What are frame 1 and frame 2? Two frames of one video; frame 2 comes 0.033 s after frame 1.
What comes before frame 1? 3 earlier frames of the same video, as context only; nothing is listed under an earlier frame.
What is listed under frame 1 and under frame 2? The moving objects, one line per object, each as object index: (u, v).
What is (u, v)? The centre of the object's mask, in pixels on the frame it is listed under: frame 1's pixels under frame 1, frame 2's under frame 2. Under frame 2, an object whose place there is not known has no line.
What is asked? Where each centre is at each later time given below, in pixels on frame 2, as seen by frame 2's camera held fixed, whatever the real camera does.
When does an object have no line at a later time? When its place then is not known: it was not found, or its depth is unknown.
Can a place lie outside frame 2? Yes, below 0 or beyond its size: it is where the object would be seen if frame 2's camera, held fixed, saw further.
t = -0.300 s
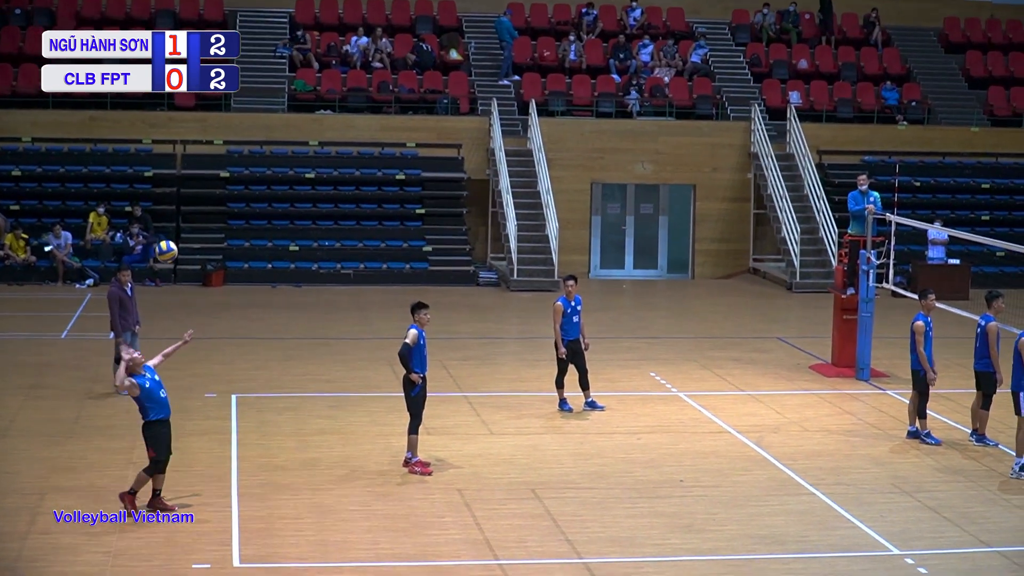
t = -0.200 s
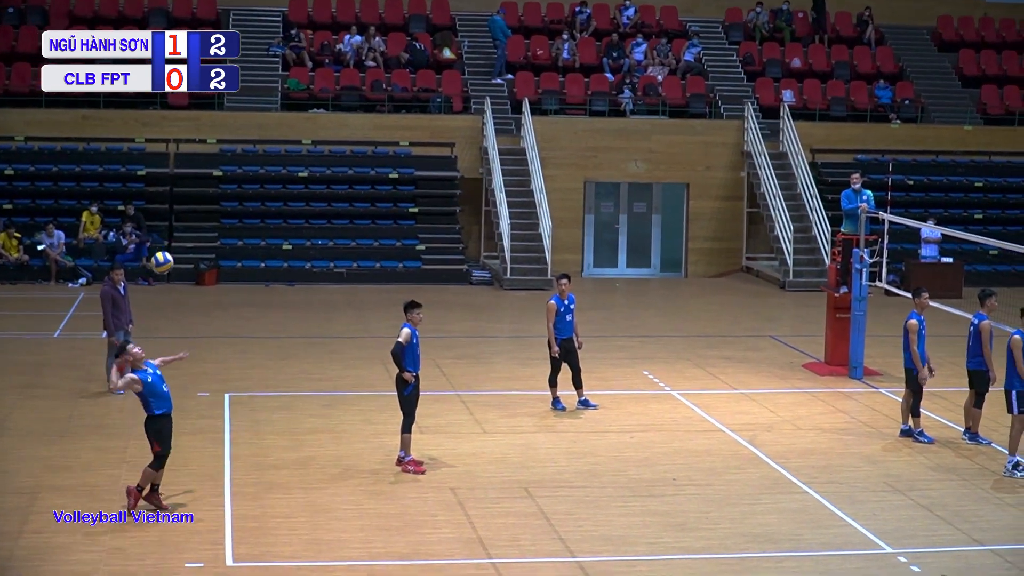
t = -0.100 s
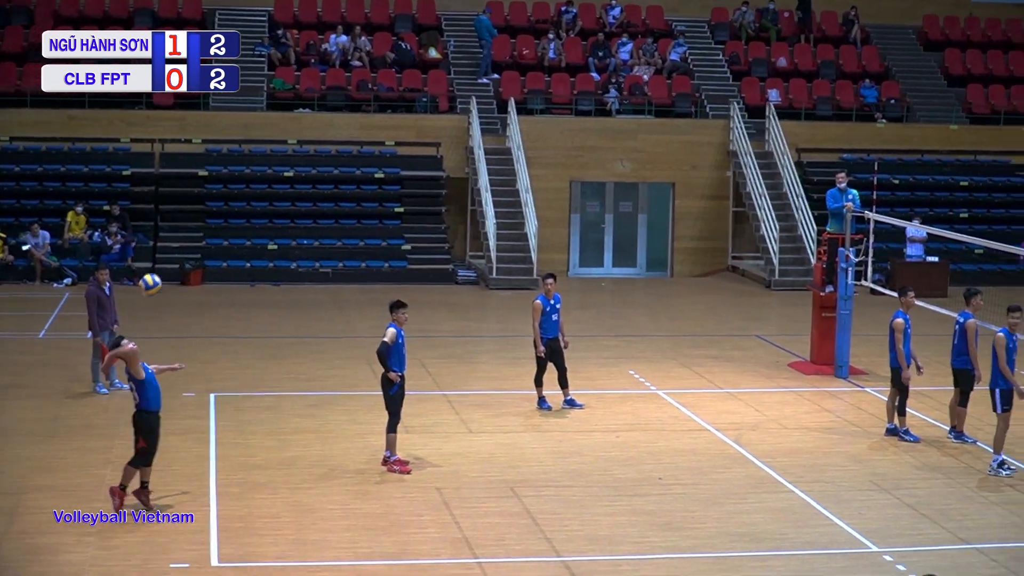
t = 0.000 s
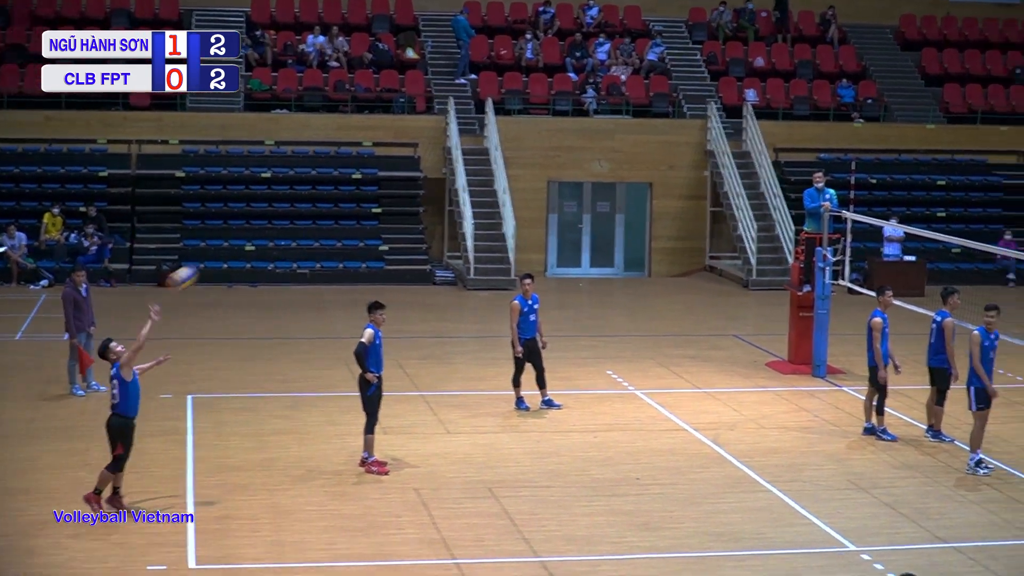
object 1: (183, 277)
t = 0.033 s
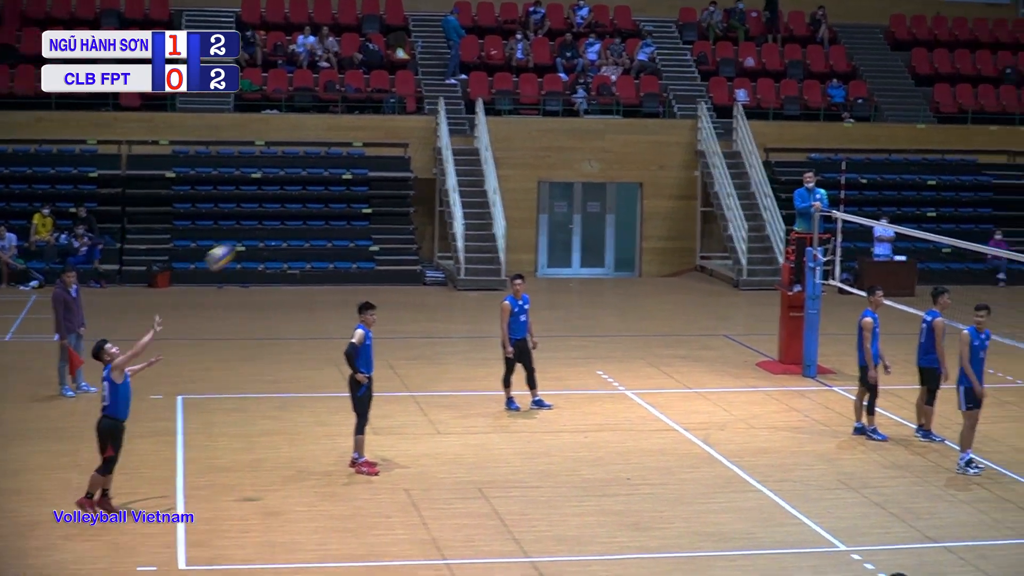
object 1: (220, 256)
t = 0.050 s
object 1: (242, 246)
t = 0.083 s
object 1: (285, 225)
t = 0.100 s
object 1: (304, 215)
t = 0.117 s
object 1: (324, 206)
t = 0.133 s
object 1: (344, 196)
